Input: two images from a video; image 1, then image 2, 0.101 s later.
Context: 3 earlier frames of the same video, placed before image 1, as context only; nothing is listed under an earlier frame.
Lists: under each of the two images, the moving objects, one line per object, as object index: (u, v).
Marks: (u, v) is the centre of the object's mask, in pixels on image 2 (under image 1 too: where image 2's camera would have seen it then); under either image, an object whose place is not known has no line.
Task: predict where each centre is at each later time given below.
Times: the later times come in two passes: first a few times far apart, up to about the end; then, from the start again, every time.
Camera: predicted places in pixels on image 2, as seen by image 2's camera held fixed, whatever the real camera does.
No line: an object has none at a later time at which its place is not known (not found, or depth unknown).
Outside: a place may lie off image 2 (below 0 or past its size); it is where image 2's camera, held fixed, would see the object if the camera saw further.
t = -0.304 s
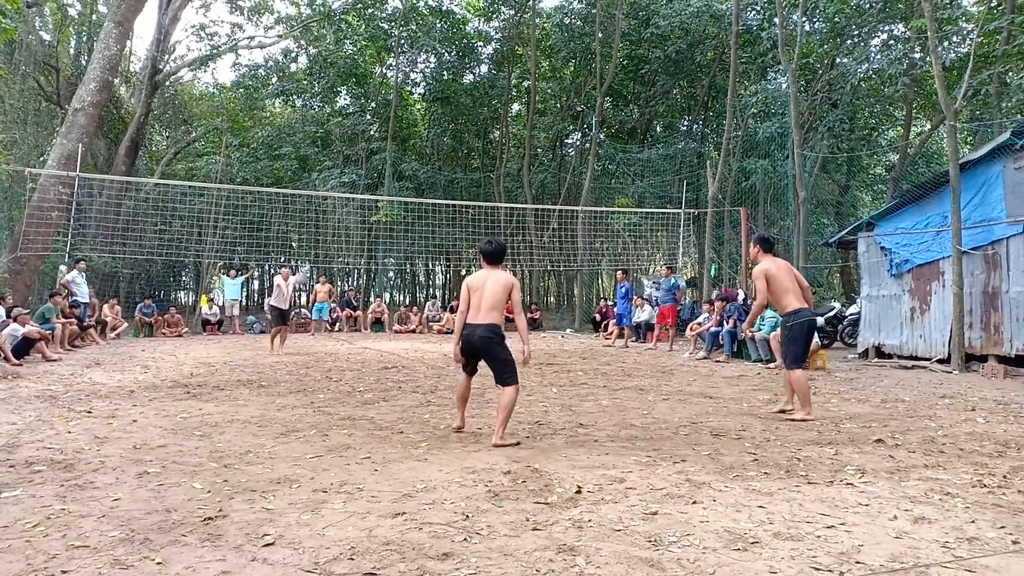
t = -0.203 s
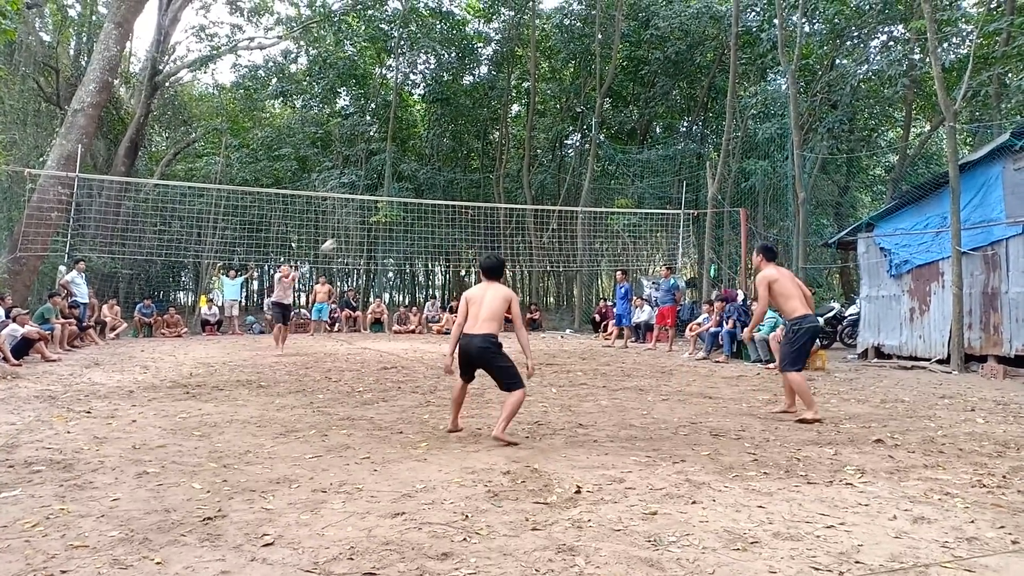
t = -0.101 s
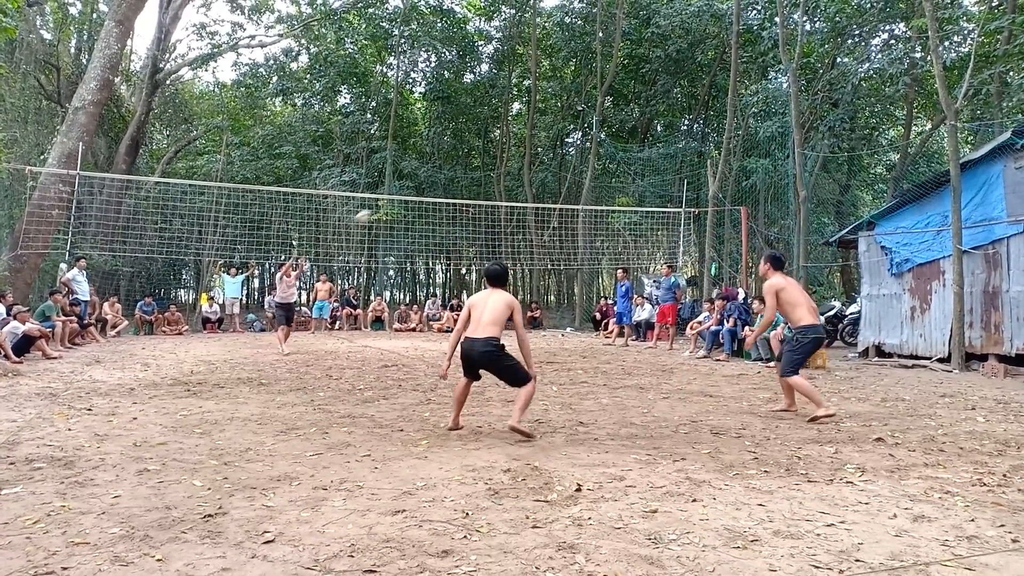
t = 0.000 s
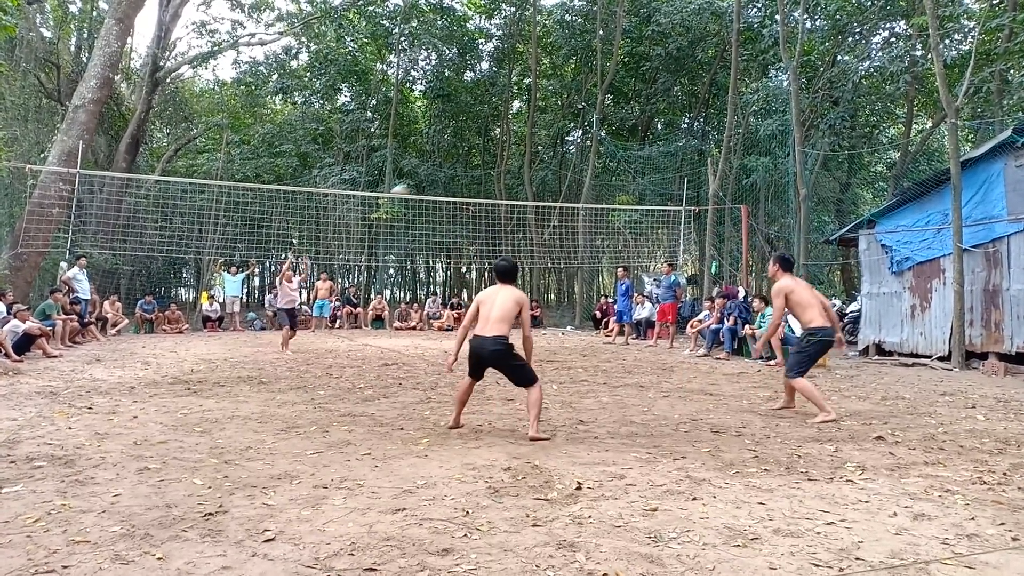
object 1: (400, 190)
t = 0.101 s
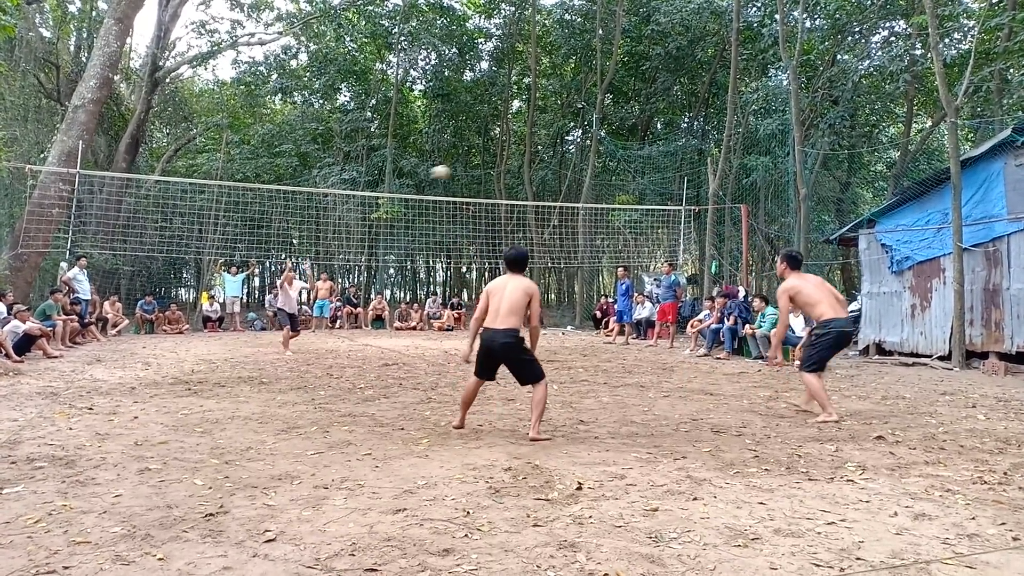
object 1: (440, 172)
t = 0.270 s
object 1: (514, 153)
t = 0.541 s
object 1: (668, 170)
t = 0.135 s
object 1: (454, 168)
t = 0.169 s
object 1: (468, 163)
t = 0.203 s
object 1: (483, 159)
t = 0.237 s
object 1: (499, 156)
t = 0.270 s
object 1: (514, 153)
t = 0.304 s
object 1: (532, 151)
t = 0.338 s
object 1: (549, 152)
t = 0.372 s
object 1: (567, 153)
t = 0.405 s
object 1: (585, 155)
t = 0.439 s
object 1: (604, 157)
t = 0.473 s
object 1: (624, 160)
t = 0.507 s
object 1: (645, 165)
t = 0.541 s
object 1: (668, 170)
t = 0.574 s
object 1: (690, 177)
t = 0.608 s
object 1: (714, 186)
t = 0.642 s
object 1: (739, 196)
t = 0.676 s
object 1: (763, 208)
